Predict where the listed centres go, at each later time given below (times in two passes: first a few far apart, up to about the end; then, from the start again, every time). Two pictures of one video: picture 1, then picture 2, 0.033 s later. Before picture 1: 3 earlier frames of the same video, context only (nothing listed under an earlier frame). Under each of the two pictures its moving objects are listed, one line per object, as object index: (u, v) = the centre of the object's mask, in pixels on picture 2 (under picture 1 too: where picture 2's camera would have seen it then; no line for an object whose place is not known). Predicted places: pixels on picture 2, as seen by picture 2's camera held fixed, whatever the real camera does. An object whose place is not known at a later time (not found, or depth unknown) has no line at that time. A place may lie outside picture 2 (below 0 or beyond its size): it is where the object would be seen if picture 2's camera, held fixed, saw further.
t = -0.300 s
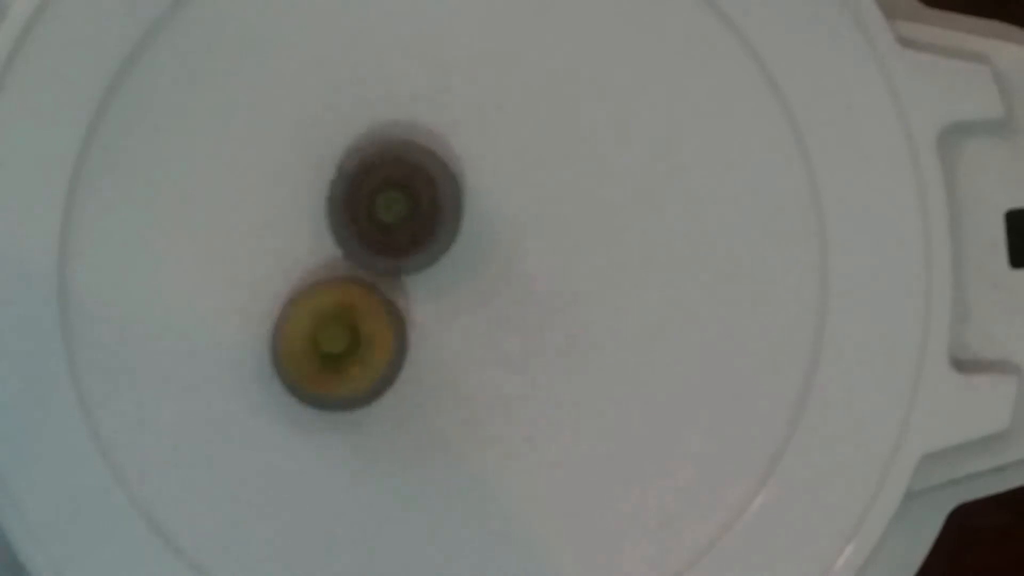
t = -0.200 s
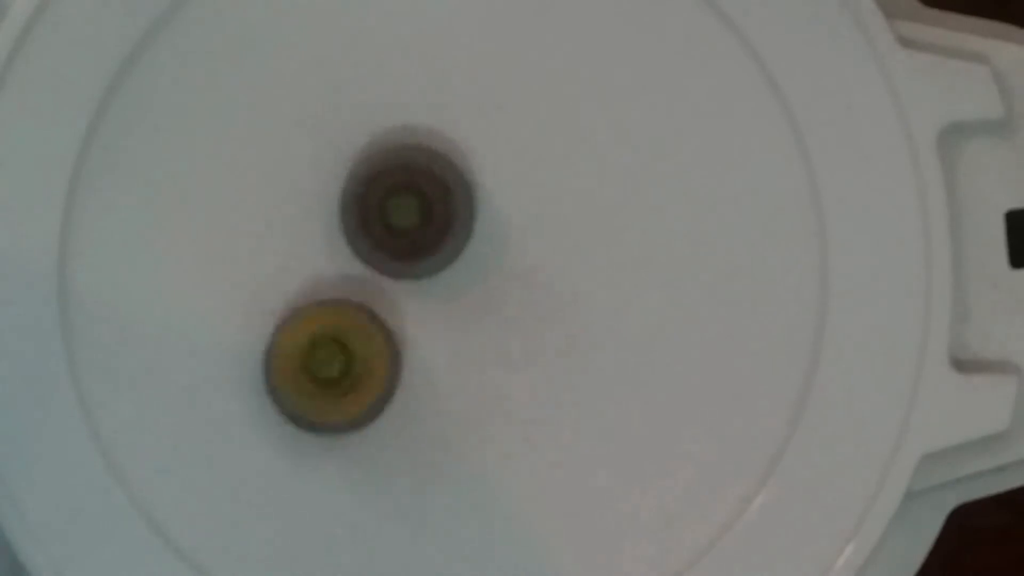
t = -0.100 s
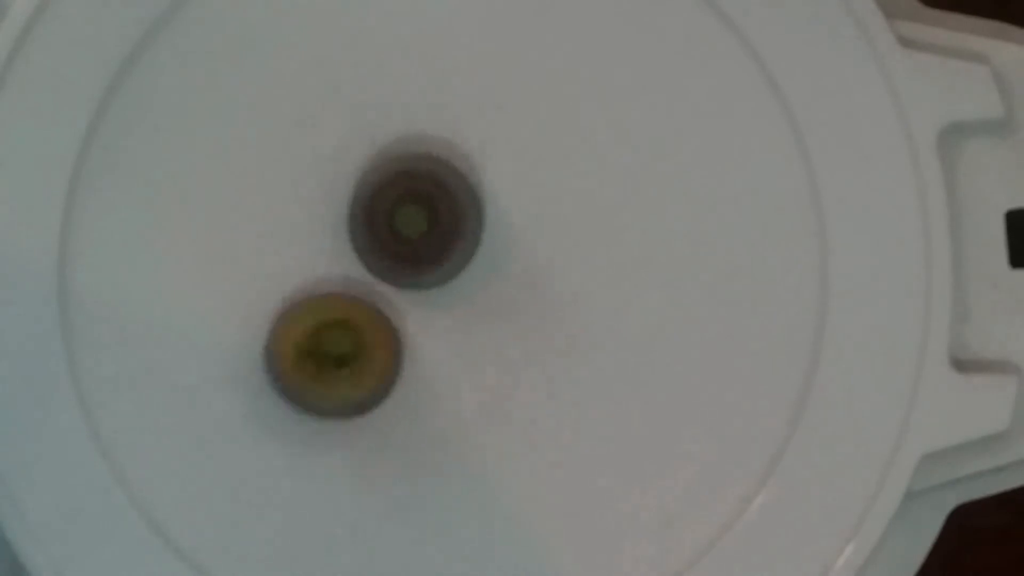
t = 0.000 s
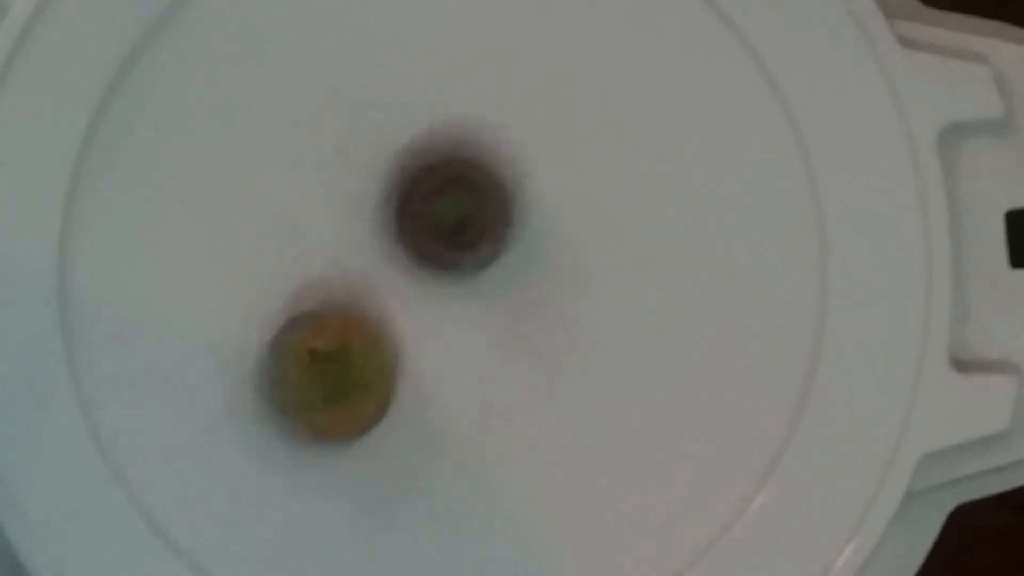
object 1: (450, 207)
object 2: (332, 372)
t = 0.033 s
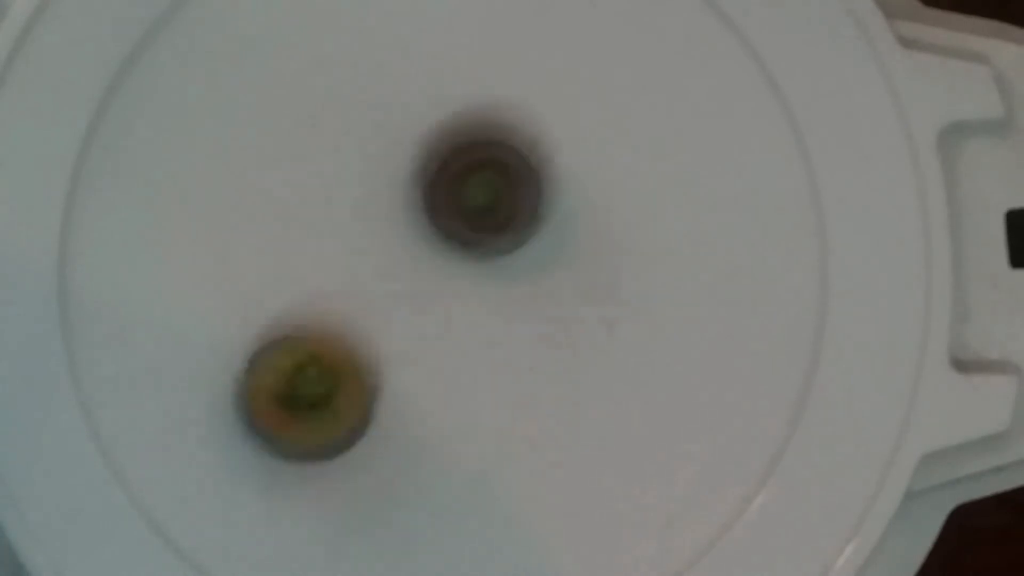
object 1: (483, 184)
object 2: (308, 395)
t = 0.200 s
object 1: (542, 157)
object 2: (261, 389)
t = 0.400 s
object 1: (537, 164)
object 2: (327, 305)
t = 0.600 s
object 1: (504, 203)
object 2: (369, 257)
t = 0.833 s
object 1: (498, 234)
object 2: (340, 263)
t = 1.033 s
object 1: (475, 256)
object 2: (339, 263)
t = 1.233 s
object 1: (467, 273)
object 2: (331, 273)
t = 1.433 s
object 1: (459, 286)
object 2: (329, 268)
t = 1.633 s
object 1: (461, 283)
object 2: (324, 265)
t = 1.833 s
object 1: (463, 271)
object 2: (321, 259)
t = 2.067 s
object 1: (460, 253)
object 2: (321, 259)
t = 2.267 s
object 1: (455, 242)
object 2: (322, 259)
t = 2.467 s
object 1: (452, 244)
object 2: (321, 258)
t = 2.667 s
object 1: (452, 262)
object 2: (317, 251)
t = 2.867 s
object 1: (464, 282)
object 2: (309, 247)
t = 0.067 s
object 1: (508, 172)
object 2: (288, 406)
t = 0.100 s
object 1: (526, 165)
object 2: (275, 411)
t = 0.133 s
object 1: (535, 162)
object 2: (265, 410)
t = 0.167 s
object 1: (539, 159)
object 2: (260, 402)
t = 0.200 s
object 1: (542, 157)
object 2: (261, 389)
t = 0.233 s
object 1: (545, 155)
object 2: (266, 376)
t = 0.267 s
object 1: (545, 155)
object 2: (276, 362)
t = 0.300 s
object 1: (544, 157)
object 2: (286, 349)
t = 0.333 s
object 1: (542, 157)
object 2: (299, 335)
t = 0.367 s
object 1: (540, 160)
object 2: (312, 318)
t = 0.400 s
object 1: (537, 164)
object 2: (327, 305)
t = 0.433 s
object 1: (533, 170)
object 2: (338, 290)
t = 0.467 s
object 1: (528, 176)
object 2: (345, 278)
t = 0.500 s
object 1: (523, 183)
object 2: (352, 267)
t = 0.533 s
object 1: (517, 189)
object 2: (359, 261)
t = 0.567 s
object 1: (511, 196)
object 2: (364, 258)
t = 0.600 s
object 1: (504, 203)
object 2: (369, 257)
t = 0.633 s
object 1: (497, 208)
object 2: (370, 256)
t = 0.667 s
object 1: (491, 213)
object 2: (370, 256)
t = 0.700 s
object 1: (490, 216)
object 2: (364, 258)
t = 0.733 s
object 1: (488, 221)
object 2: (361, 259)
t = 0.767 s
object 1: (484, 226)
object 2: (361, 259)
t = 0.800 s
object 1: (492, 230)
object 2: (347, 261)
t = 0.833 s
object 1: (498, 234)
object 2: (340, 263)
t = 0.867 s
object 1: (498, 239)
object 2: (339, 263)
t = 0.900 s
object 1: (495, 242)
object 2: (339, 263)
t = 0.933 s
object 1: (490, 246)
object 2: (340, 263)
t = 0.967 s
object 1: (485, 250)
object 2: (339, 263)
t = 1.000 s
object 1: (480, 253)
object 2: (339, 263)
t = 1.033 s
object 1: (475, 256)
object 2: (339, 263)
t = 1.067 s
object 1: (471, 260)
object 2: (338, 263)
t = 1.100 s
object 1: (469, 262)
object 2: (334, 263)
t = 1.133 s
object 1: (468, 265)
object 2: (334, 262)
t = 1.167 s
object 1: (465, 268)
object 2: (333, 265)
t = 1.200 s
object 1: (467, 271)
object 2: (328, 271)
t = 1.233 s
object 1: (467, 273)
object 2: (331, 273)
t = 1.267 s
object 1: (466, 275)
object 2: (332, 273)
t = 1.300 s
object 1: (465, 280)
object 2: (330, 269)
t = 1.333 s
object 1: (462, 282)
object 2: (331, 268)
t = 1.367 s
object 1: (462, 284)
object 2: (327, 267)
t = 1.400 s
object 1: (461, 285)
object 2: (327, 267)
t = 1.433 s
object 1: (459, 286)
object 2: (329, 268)
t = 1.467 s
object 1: (457, 287)
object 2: (328, 267)
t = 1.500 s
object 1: (461, 288)
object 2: (322, 265)
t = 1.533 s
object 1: (464, 289)
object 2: (322, 265)
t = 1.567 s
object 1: (464, 287)
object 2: (324, 267)
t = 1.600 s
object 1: (461, 285)
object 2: (327, 267)
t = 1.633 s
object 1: (461, 283)
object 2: (324, 265)
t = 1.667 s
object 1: (464, 283)
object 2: (320, 261)
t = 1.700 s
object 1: (463, 282)
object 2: (321, 260)
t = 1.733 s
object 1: (463, 279)
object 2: (321, 259)
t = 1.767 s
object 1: (463, 277)
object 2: (321, 259)
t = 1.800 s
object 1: (463, 274)
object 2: (321, 259)
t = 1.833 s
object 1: (463, 271)
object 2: (321, 259)
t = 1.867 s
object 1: (463, 268)
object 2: (321, 259)
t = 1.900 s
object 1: (462, 266)
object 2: (321, 259)
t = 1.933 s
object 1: (463, 263)
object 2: (321, 259)
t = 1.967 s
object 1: (462, 261)
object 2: (321, 260)
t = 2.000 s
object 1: (461, 258)
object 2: (322, 259)
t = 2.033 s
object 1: (461, 255)
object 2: (321, 259)
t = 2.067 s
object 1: (460, 253)
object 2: (321, 259)
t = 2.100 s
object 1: (459, 250)
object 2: (321, 259)
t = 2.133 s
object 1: (460, 248)
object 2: (321, 259)
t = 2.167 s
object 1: (458, 246)
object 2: (321, 259)
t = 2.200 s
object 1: (456, 244)
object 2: (321, 259)
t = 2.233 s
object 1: (457, 243)
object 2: (321, 259)
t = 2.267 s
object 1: (455, 242)
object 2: (322, 259)
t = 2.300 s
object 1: (454, 240)
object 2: (322, 259)
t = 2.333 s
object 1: (453, 240)
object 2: (322, 259)
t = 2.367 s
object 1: (454, 242)
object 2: (321, 258)
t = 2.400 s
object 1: (455, 244)
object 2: (321, 258)
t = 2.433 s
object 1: (454, 244)
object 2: (321, 258)
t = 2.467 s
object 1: (452, 244)
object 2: (321, 258)
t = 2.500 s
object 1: (452, 246)
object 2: (321, 258)
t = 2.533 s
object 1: (452, 248)
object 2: (321, 258)
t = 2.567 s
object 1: (450, 250)
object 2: (321, 258)
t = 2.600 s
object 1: (449, 251)
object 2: (321, 258)
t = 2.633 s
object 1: (451, 256)
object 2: (317, 254)
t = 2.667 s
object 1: (452, 262)
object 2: (317, 251)
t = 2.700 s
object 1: (451, 266)
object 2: (318, 250)
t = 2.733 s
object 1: (449, 267)
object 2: (317, 250)
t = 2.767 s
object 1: (449, 269)
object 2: (316, 251)
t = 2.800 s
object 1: (454, 275)
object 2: (309, 248)
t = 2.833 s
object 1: (461, 278)
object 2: (308, 245)
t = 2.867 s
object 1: (464, 282)
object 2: (309, 247)
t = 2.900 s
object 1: (465, 282)
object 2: (312, 250)
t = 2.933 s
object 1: (463, 281)
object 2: (314, 254)
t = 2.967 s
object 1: (460, 278)
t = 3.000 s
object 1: (459, 275)
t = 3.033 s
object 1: (458, 271)
